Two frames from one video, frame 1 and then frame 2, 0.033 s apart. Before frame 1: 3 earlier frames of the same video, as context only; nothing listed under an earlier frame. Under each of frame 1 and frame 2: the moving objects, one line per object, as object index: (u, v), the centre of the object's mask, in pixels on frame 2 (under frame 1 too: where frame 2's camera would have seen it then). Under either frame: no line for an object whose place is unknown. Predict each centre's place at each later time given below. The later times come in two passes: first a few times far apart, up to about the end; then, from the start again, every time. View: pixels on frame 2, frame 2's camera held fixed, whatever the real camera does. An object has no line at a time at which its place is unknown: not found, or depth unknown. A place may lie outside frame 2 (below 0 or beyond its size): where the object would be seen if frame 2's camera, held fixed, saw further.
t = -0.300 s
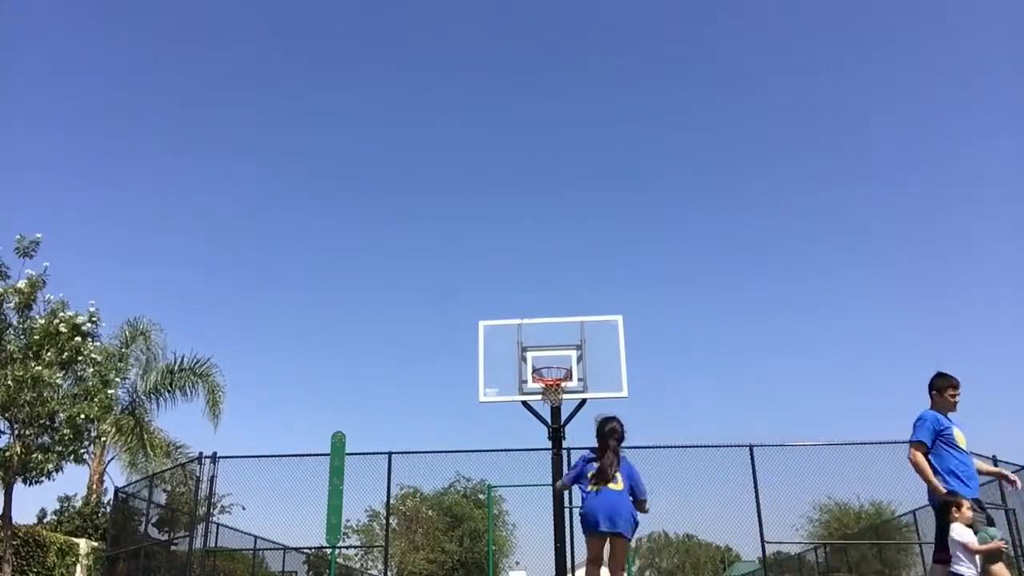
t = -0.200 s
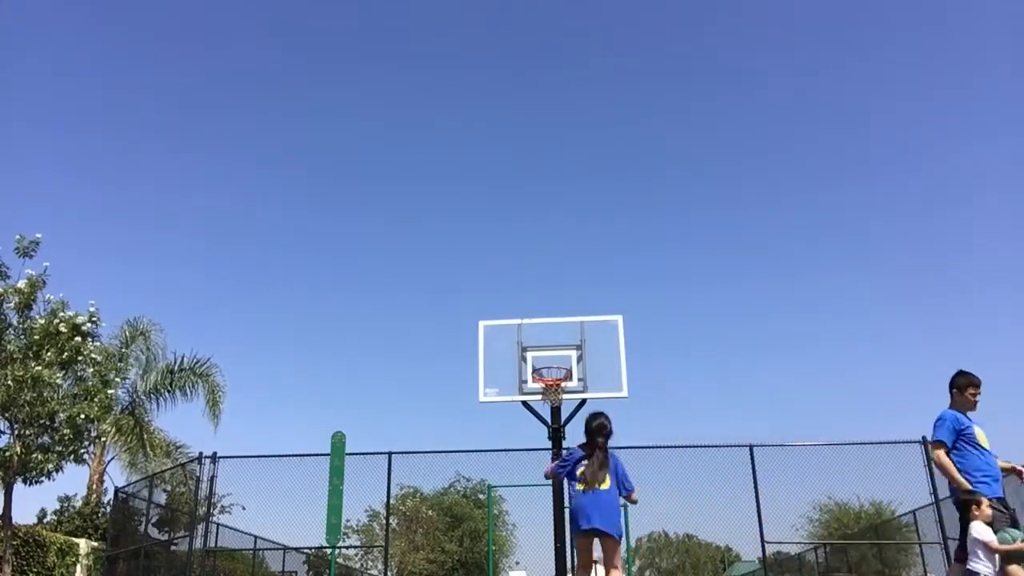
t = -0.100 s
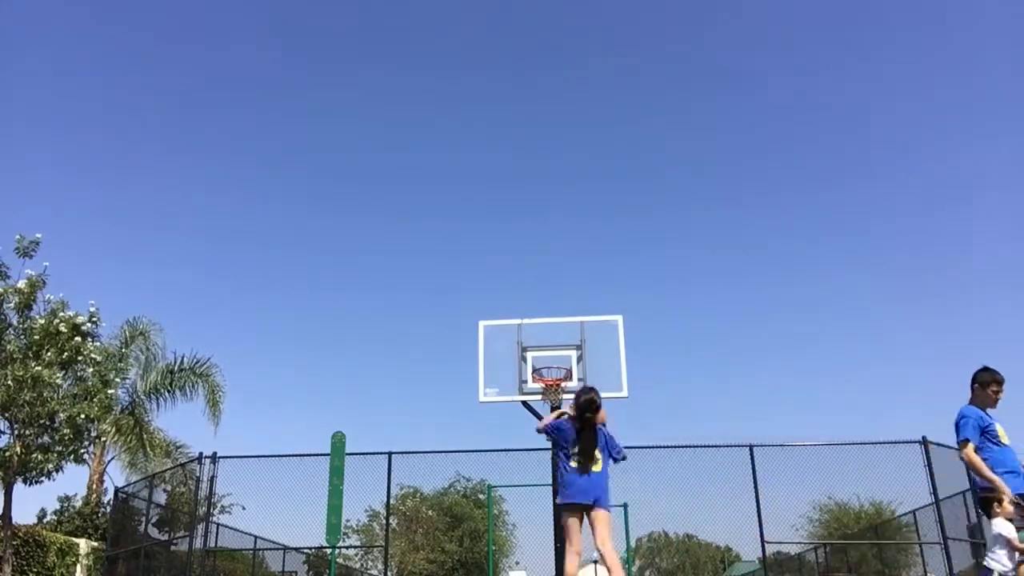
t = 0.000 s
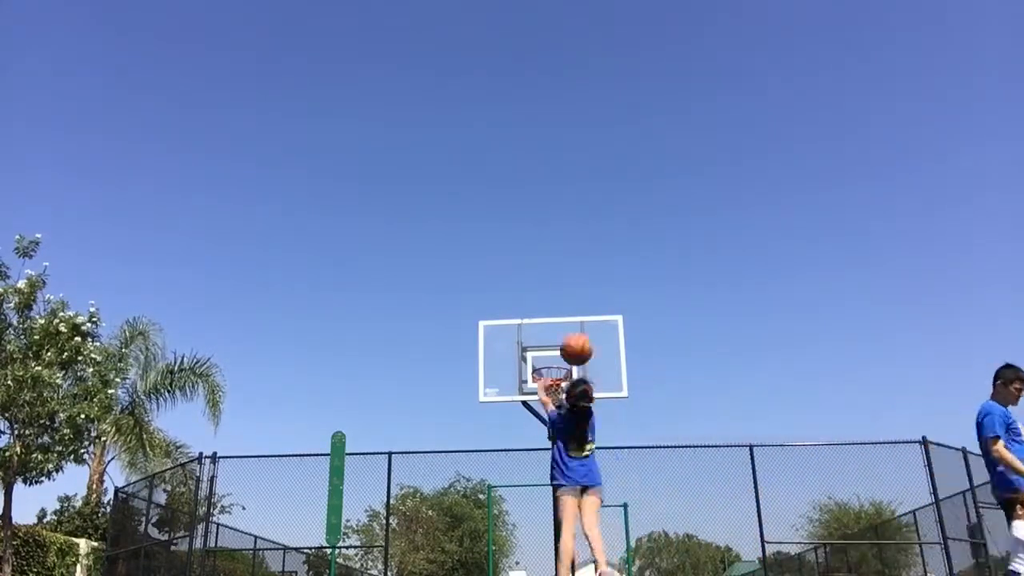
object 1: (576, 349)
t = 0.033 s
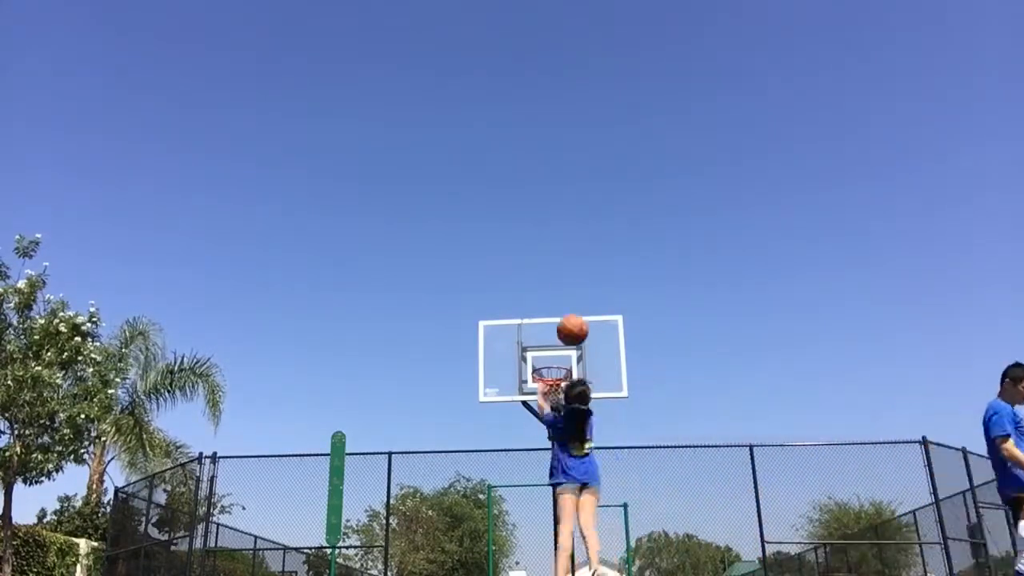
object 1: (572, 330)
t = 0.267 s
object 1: (556, 253)
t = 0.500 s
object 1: (547, 244)
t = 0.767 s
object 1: (542, 287)
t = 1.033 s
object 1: (536, 371)
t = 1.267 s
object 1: (506, 353)
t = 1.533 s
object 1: (469, 376)
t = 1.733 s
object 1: (442, 430)
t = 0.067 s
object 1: (569, 313)
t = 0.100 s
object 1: (566, 298)
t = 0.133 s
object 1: (563, 286)
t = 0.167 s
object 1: (561, 276)
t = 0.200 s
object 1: (559, 267)
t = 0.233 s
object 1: (557, 260)
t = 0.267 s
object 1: (556, 253)
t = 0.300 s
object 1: (554, 249)
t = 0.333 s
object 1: (552, 245)
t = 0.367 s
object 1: (551, 243)
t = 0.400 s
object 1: (550, 242)
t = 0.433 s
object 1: (549, 242)
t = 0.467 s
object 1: (548, 242)
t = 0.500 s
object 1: (547, 244)
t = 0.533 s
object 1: (546, 247)
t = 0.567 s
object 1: (545, 251)
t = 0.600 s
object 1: (545, 255)
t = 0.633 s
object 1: (544, 260)
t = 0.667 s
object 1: (543, 266)
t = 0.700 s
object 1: (543, 272)
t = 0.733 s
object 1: (542, 279)
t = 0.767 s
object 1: (542, 287)
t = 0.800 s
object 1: (541, 296)
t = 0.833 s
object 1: (540, 305)
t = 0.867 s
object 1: (540, 314)
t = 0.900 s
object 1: (540, 325)
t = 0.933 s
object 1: (539, 335)
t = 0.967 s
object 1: (539, 347)
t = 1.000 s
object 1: (538, 360)
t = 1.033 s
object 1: (536, 371)
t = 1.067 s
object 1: (534, 370)
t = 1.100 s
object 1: (529, 366)
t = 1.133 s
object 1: (525, 362)
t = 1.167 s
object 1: (520, 358)
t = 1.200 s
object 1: (515, 355)
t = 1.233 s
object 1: (510, 354)
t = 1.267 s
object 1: (506, 353)
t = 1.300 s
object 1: (502, 353)
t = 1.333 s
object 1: (497, 354)
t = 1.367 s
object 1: (493, 355)
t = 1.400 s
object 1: (488, 359)
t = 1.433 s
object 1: (483, 361)
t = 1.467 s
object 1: (478, 366)
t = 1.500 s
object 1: (474, 371)
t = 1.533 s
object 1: (469, 376)
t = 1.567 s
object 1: (465, 383)
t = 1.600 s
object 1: (461, 391)
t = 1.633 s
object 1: (456, 399)
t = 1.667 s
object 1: (451, 408)
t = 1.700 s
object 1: (447, 419)
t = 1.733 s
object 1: (442, 430)
